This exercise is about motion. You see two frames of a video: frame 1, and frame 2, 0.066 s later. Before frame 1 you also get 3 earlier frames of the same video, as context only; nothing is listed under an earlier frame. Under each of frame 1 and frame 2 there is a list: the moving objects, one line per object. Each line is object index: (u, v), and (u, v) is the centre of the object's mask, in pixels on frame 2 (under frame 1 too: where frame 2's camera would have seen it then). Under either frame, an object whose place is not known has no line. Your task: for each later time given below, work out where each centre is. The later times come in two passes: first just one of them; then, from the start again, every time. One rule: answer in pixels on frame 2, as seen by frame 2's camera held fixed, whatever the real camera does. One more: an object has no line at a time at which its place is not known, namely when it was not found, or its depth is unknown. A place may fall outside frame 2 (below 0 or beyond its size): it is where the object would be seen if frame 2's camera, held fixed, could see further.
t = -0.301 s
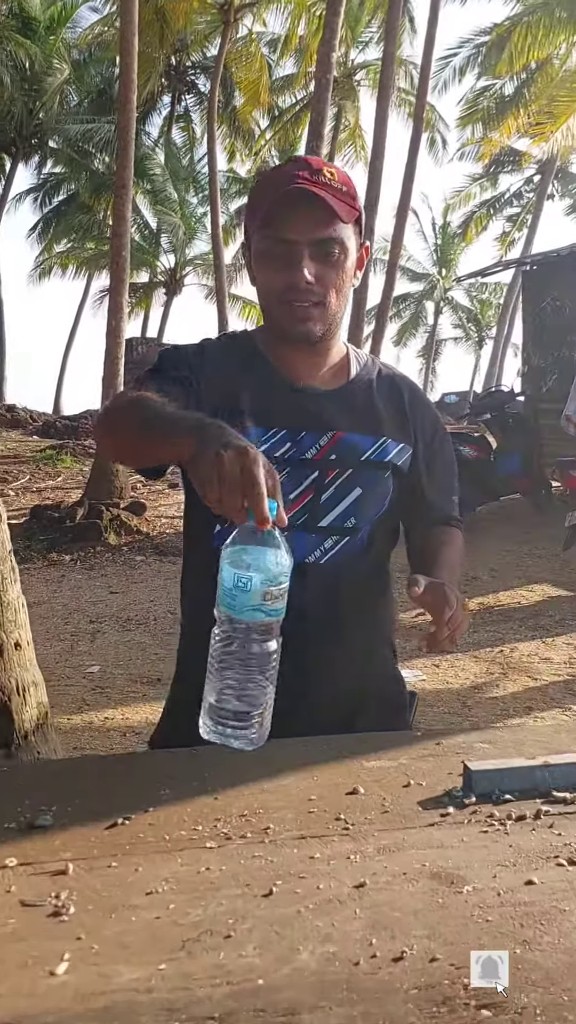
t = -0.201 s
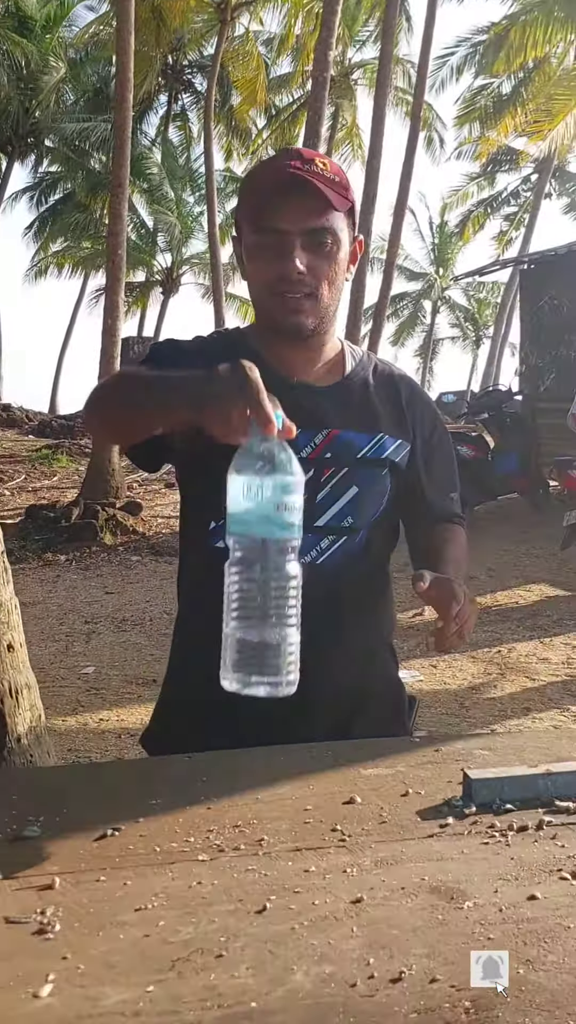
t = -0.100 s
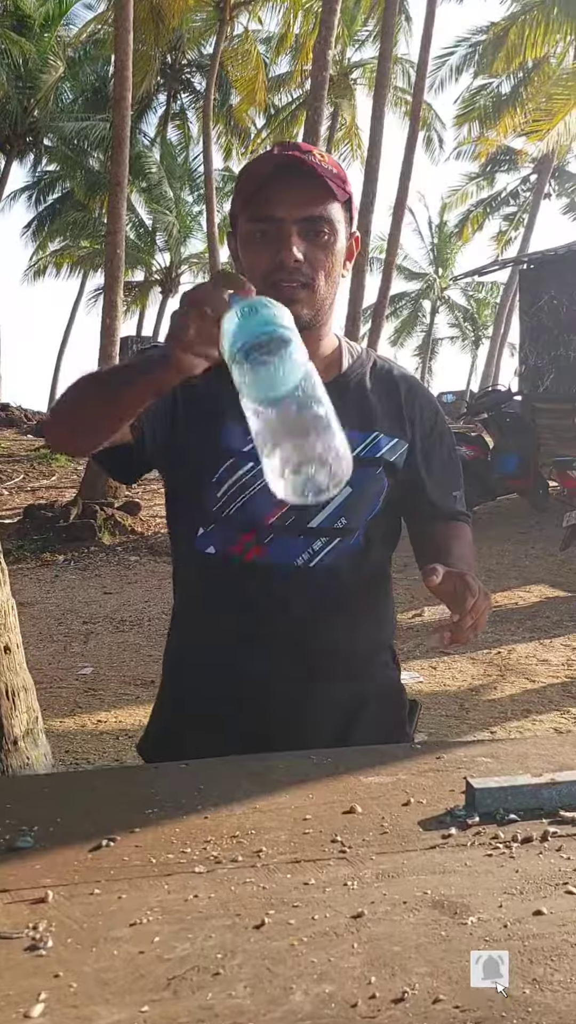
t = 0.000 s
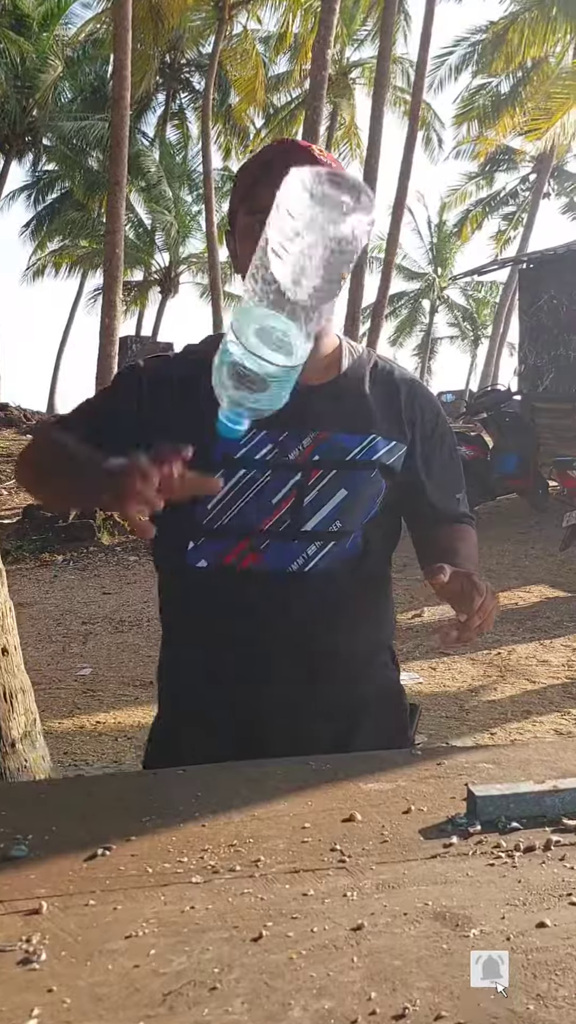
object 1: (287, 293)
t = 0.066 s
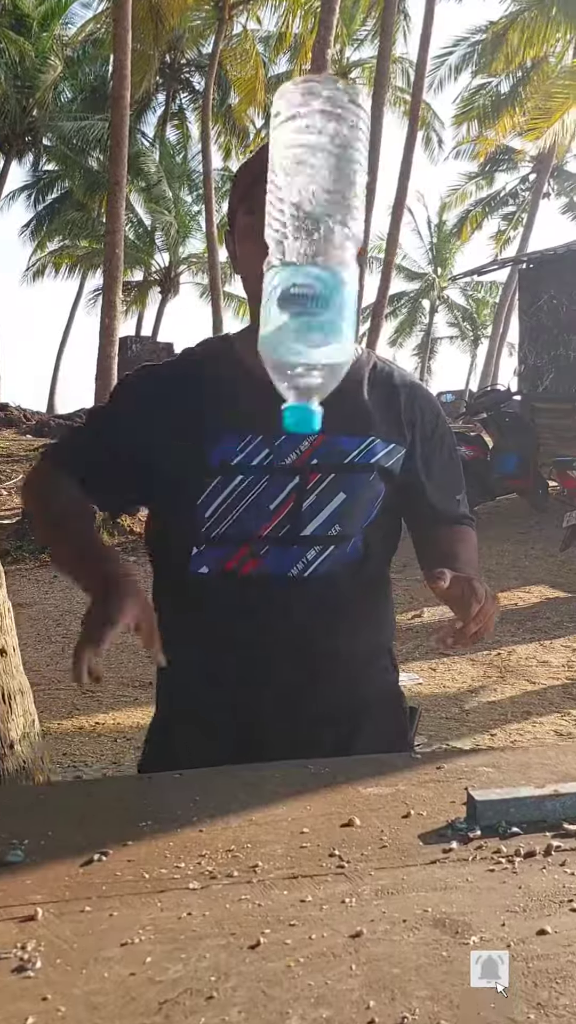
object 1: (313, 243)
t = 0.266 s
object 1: (336, 225)
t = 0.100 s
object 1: (329, 208)
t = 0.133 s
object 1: (339, 172)
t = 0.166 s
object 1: (347, 146)
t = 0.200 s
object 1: (347, 143)
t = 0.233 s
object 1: (344, 173)
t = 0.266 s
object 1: (336, 225)
